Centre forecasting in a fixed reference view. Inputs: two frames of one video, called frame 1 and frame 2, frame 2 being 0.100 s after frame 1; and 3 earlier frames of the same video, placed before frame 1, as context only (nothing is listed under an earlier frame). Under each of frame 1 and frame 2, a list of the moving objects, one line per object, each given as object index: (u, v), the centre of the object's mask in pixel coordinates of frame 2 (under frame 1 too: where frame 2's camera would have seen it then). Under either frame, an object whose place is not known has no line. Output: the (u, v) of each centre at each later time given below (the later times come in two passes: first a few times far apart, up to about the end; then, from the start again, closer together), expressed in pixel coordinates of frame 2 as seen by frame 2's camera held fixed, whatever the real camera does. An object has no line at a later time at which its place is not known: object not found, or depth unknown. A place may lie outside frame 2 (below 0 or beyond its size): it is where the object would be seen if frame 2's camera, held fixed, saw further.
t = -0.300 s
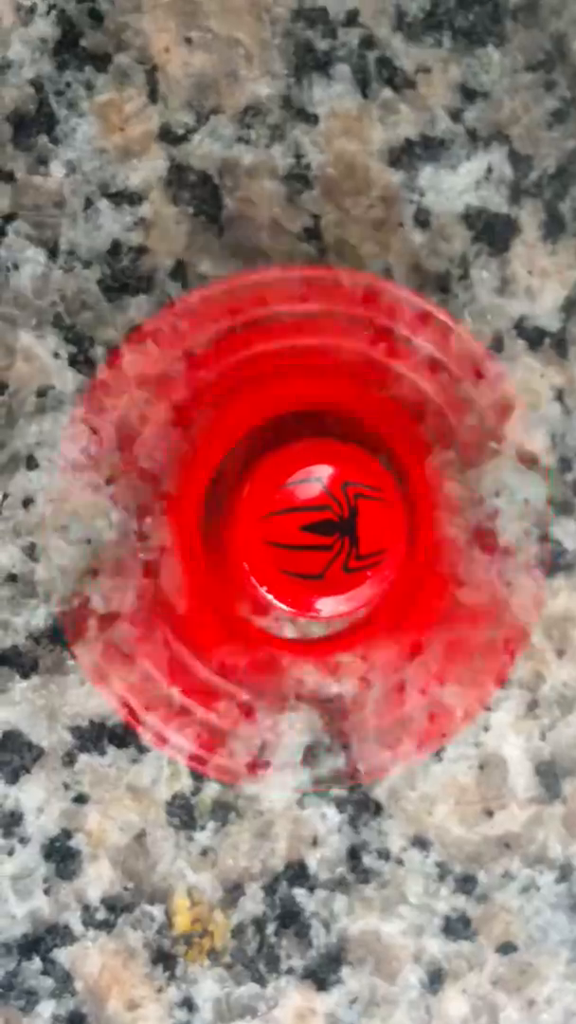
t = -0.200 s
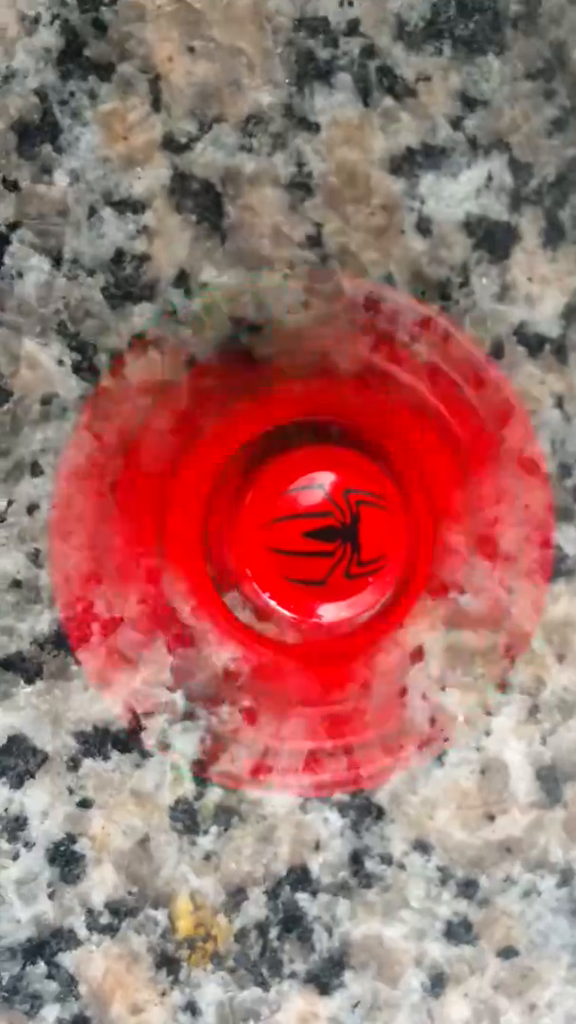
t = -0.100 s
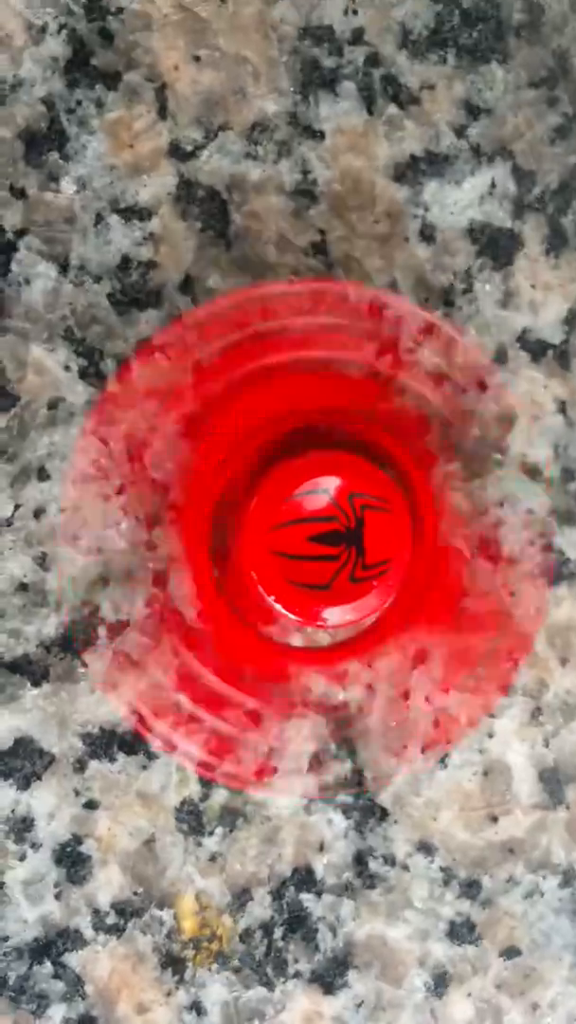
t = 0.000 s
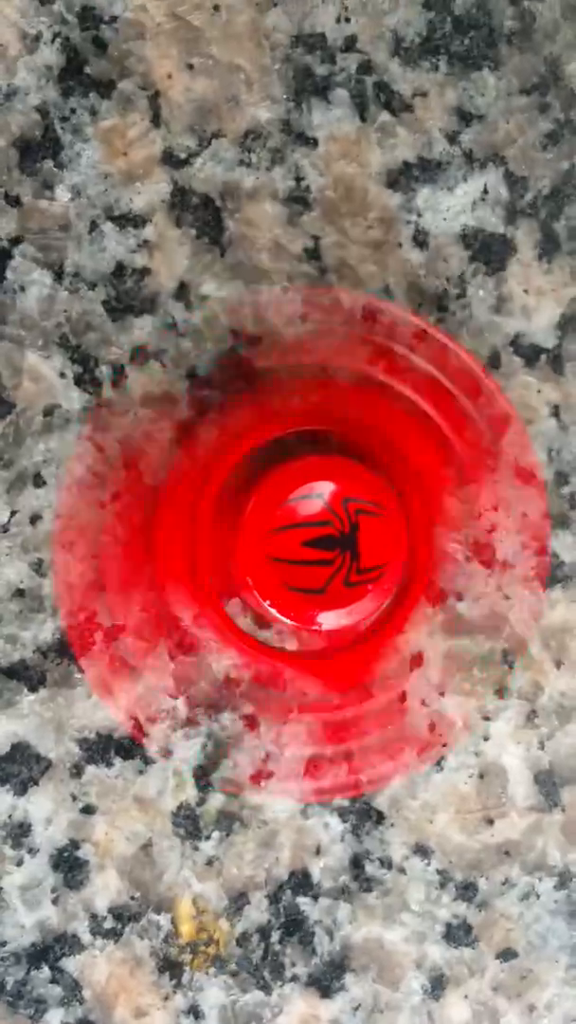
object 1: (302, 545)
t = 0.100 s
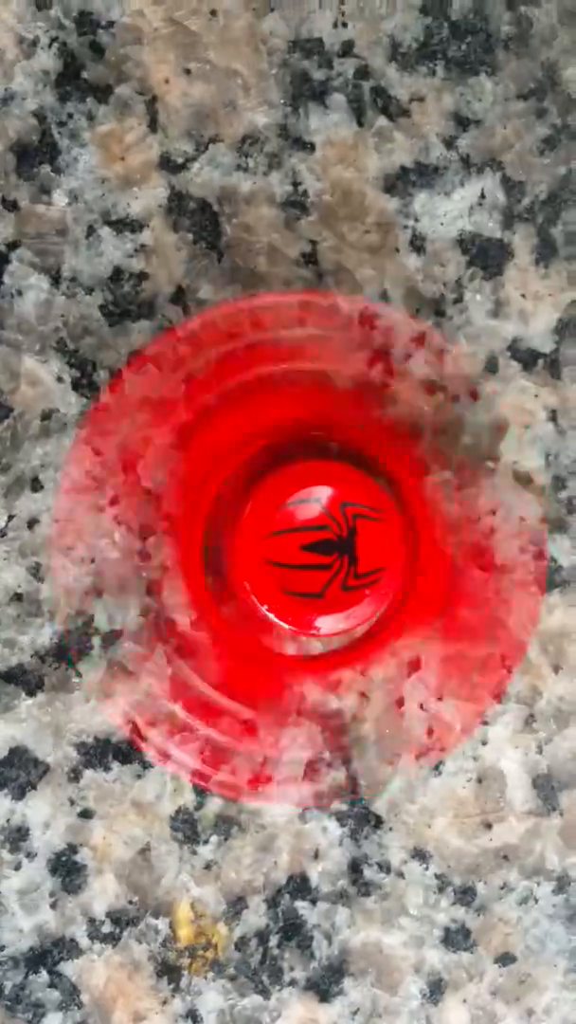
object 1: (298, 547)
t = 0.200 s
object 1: (301, 546)
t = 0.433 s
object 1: (297, 546)
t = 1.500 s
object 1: (298, 547)
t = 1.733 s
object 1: (294, 550)
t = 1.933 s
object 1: (298, 547)
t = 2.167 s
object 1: (296, 550)
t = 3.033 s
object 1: (300, 549)
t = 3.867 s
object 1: (300, 543)
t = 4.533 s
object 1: (295, 557)
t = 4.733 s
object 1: (298, 545)
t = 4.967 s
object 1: (300, 548)
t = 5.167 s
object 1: (298, 556)
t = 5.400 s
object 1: (301, 544)
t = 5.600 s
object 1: (305, 547)
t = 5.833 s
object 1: (297, 554)
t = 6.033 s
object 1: (302, 547)
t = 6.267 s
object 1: (303, 551)
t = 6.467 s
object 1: (304, 546)
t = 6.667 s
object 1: (303, 547)
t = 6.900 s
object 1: (301, 543)
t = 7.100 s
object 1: (305, 553)
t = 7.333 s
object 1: (302, 542)
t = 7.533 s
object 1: (303, 545)
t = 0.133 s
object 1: (295, 553)
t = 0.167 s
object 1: (301, 551)
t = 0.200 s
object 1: (301, 546)
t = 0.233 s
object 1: (298, 546)
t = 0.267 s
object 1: (296, 545)
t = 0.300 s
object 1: (298, 546)
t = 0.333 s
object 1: (298, 550)
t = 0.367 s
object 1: (303, 551)
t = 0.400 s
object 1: (299, 546)
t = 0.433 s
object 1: (297, 546)
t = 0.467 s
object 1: (297, 546)
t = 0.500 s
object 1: (294, 550)
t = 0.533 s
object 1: (299, 550)
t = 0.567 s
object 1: (305, 551)
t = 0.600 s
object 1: (299, 547)
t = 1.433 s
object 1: (299, 547)
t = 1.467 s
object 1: (298, 547)
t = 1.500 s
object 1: (298, 547)
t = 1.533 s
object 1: (296, 549)
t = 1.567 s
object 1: (301, 553)
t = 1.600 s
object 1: (304, 550)
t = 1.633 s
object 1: (298, 548)
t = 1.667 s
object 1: (299, 548)
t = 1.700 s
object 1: (296, 547)
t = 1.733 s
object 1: (294, 550)
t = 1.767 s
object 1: (296, 553)
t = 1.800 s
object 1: (302, 547)
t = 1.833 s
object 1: (300, 547)
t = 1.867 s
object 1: (301, 547)
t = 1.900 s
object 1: (296, 548)
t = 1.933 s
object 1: (298, 547)
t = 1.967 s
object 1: (291, 554)
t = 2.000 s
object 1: (299, 550)
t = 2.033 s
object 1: (301, 546)
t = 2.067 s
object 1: (300, 549)
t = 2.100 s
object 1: (299, 548)
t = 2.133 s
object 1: (299, 546)
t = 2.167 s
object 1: (296, 550)
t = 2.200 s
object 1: (296, 549)
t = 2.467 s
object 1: (301, 553)
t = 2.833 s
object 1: (296, 547)
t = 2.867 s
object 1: (299, 548)
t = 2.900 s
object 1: (297, 550)
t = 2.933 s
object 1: (298, 553)
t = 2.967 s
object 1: (304, 554)
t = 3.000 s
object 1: (299, 547)
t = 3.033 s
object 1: (300, 549)
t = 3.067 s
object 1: (300, 548)
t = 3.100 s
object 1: (297, 548)
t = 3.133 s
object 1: (294, 551)
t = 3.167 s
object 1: (294, 555)
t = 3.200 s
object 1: (301, 546)
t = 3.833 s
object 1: (299, 547)
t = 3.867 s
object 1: (300, 543)
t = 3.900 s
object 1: (298, 547)
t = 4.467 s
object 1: (299, 546)
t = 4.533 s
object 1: (295, 557)
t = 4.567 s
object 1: (301, 554)
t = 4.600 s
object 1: (302, 547)
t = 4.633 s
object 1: (300, 548)
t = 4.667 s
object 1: (300, 549)
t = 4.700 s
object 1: (300, 549)
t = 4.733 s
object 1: (298, 545)
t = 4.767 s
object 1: (299, 547)
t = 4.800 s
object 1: (296, 552)
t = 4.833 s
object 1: (298, 552)
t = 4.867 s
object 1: (300, 553)
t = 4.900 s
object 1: (304, 555)
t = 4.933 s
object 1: (302, 549)
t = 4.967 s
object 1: (300, 548)
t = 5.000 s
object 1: (301, 549)
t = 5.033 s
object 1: (298, 548)
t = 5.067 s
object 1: (299, 545)
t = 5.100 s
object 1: (300, 549)
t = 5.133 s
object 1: (297, 554)
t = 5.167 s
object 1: (298, 556)
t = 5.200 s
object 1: (303, 554)
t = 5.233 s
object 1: (305, 552)
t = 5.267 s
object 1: (302, 550)
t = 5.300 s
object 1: (304, 551)
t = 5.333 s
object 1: (305, 549)
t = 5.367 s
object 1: (302, 545)
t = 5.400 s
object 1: (301, 544)
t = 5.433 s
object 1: (299, 548)
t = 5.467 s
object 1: (296, 552)
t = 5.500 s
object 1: (298, 555)
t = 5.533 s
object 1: (303, 547)
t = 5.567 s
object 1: (304, 548)
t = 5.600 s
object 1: (305, 547)
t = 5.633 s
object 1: (302, 546)
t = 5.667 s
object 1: (301, 547)
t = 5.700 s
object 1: (299, 543)
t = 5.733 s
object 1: (299, 544)
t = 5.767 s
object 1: (302, 546)
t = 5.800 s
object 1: (298, 551)
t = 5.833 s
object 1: (297, 554)
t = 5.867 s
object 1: (302, 549)
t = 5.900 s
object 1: (304, 553)
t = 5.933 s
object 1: (303, 545)
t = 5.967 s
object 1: (302, 544)
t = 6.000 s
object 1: (303, 547)
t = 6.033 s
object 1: (302, 547)
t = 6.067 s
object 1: (301, 544)
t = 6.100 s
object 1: (301, 544)
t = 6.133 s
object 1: (300, 545)
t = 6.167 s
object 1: (299, 548)
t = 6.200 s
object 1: (297, 554)
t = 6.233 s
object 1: (299, 553)
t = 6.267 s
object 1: (303, 551)
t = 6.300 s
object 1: (306, 553)
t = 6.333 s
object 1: (303, 549)
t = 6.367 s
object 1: (302, 548)
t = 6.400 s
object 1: (298, 544)
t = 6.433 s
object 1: (299, 543)
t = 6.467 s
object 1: (304, 546)
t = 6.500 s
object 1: (303, 546)
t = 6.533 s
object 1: (303, 546)
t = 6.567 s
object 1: (301, 548)
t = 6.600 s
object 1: (298, 554)
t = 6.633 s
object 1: (301, 550)
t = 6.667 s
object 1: (303, 547)
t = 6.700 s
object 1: (307, 550)
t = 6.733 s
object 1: (303, 544)
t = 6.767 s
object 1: (302, 545)
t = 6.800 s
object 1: (305, 548)
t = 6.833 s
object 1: (298, 543)
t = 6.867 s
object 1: (303, 542)
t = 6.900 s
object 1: (301, 543)
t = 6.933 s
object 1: (301, 547)
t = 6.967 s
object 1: (297, 551)
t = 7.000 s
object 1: (297, 553)
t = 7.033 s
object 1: (298, 556)
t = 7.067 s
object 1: (303, 550)
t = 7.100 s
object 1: (305, 553)
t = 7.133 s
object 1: (305, 549)
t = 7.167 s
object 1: (302, 546)
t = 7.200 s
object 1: (302, 548)
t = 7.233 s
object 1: (304, 547)
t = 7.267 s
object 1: (303, 546)
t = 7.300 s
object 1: (300, 543)
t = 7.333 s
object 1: (302, 542)
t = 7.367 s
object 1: (300, 544)
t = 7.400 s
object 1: (301, 547)
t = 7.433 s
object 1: (301, 549)
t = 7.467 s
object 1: (297, 553)
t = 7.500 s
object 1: (300, 552)
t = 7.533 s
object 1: (303, 545)
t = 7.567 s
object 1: (304, 549)
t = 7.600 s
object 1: (307, 549)
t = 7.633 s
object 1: (304, 545)
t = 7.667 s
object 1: (301, 543)
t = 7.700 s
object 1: (302, 547)
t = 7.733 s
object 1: (303, 546)
